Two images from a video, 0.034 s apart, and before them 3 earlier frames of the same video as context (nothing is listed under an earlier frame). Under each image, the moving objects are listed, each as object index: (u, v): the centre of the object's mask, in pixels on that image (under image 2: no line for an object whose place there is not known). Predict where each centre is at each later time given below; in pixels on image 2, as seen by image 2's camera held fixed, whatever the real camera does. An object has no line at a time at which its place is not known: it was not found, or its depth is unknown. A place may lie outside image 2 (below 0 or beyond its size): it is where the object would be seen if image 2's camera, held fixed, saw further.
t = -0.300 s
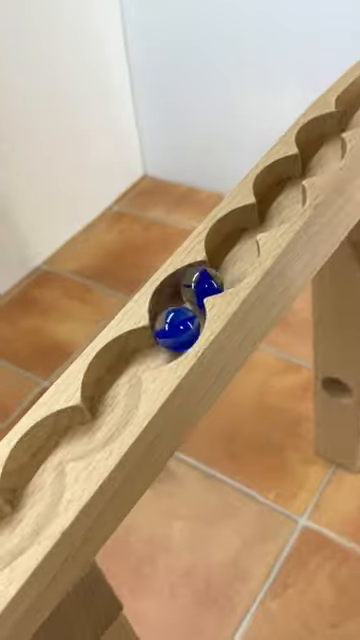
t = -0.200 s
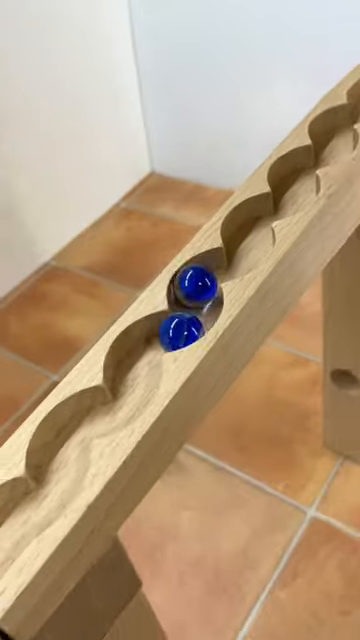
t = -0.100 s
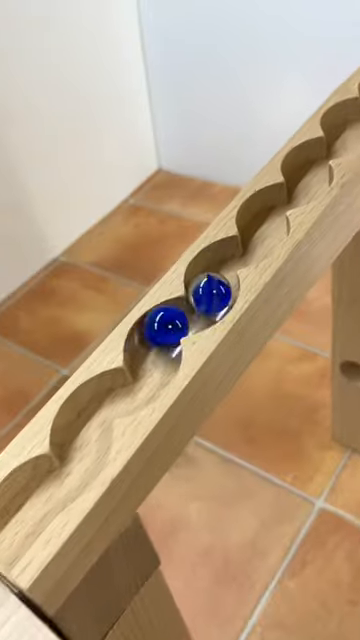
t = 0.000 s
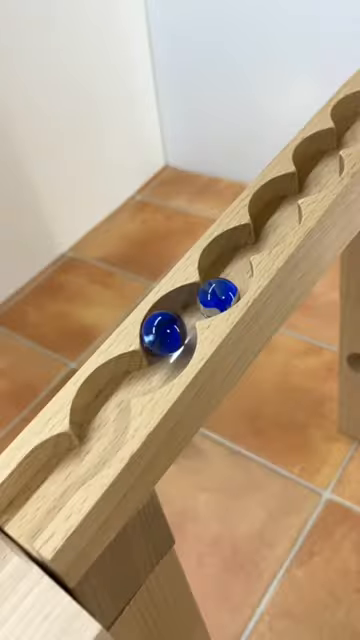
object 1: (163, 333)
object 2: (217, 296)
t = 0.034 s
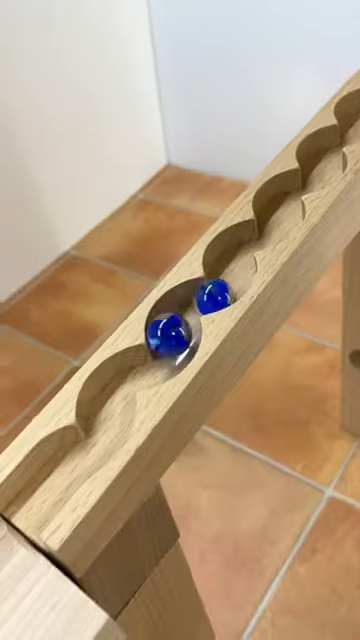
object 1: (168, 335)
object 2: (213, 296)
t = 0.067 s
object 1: (171, 343)
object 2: (204, 301)
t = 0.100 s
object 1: (172, 351)
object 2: (193, 304)
